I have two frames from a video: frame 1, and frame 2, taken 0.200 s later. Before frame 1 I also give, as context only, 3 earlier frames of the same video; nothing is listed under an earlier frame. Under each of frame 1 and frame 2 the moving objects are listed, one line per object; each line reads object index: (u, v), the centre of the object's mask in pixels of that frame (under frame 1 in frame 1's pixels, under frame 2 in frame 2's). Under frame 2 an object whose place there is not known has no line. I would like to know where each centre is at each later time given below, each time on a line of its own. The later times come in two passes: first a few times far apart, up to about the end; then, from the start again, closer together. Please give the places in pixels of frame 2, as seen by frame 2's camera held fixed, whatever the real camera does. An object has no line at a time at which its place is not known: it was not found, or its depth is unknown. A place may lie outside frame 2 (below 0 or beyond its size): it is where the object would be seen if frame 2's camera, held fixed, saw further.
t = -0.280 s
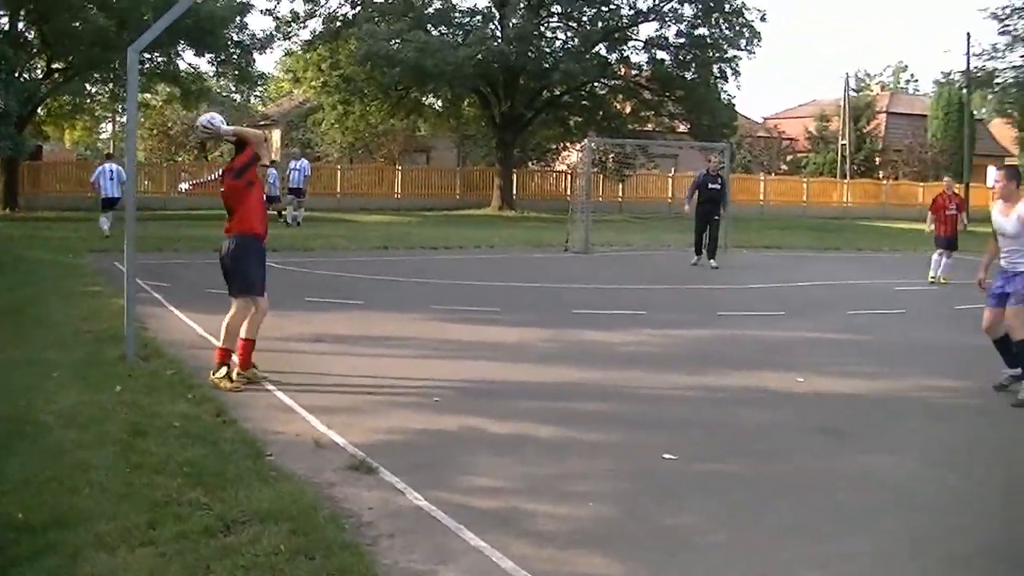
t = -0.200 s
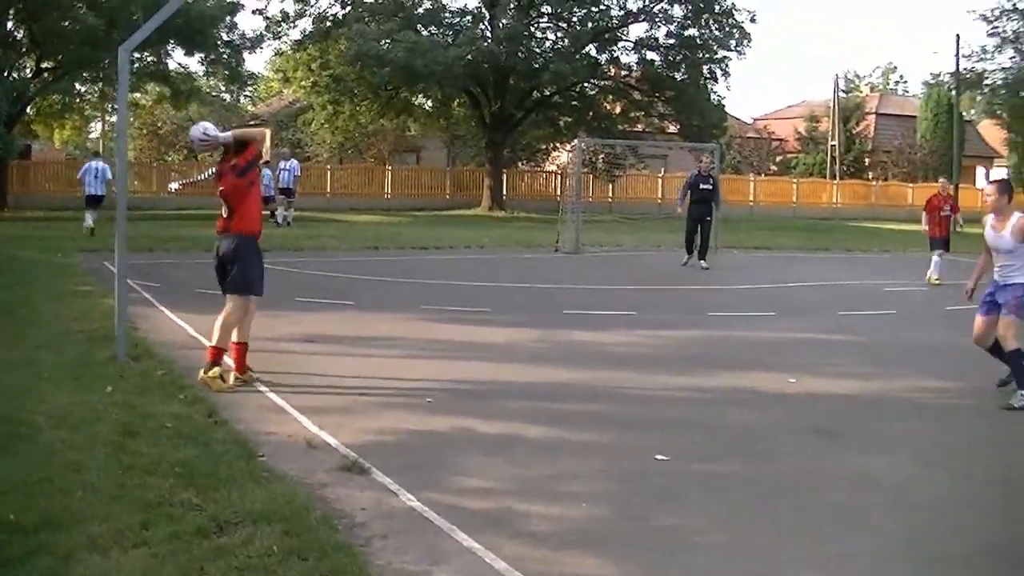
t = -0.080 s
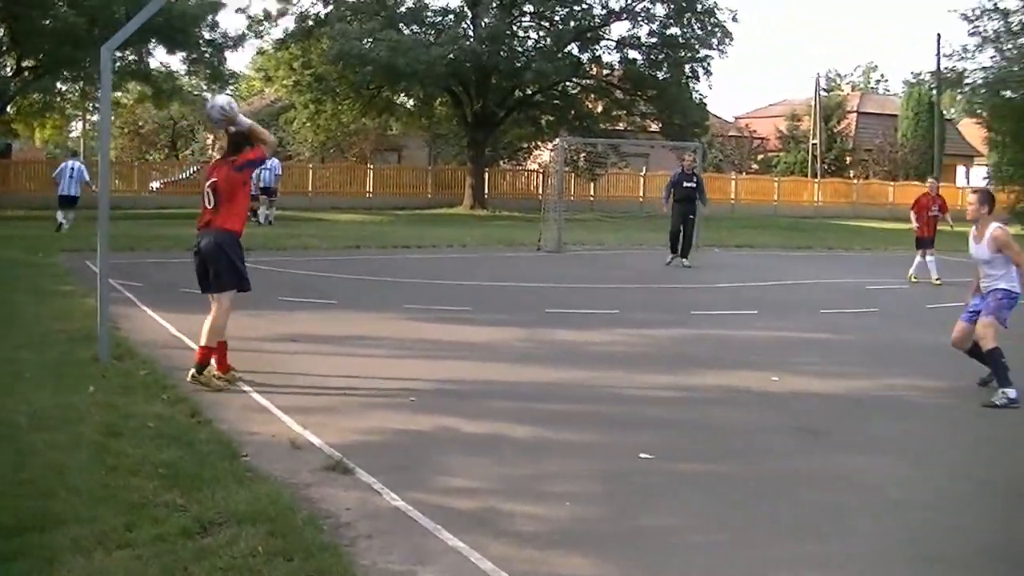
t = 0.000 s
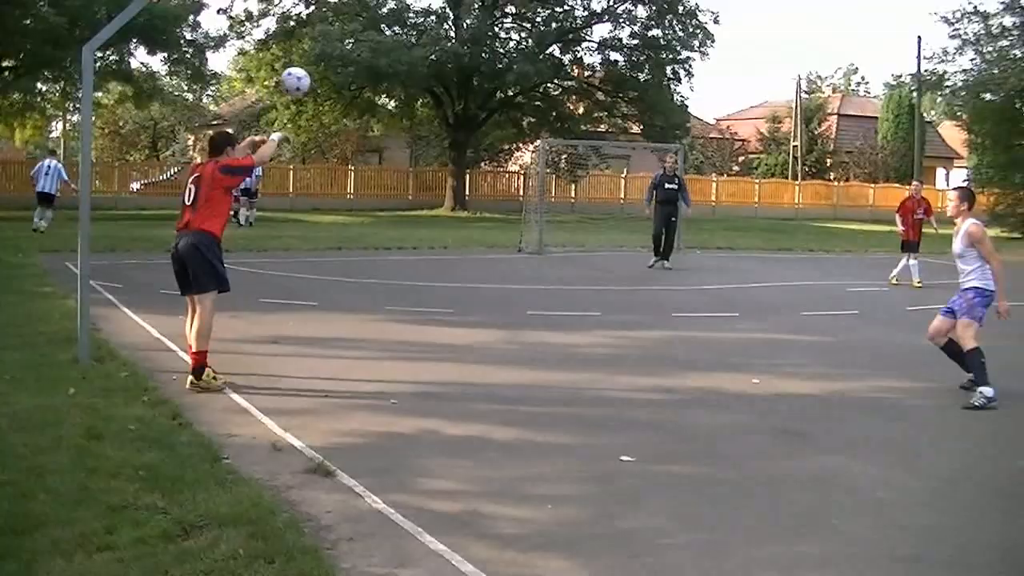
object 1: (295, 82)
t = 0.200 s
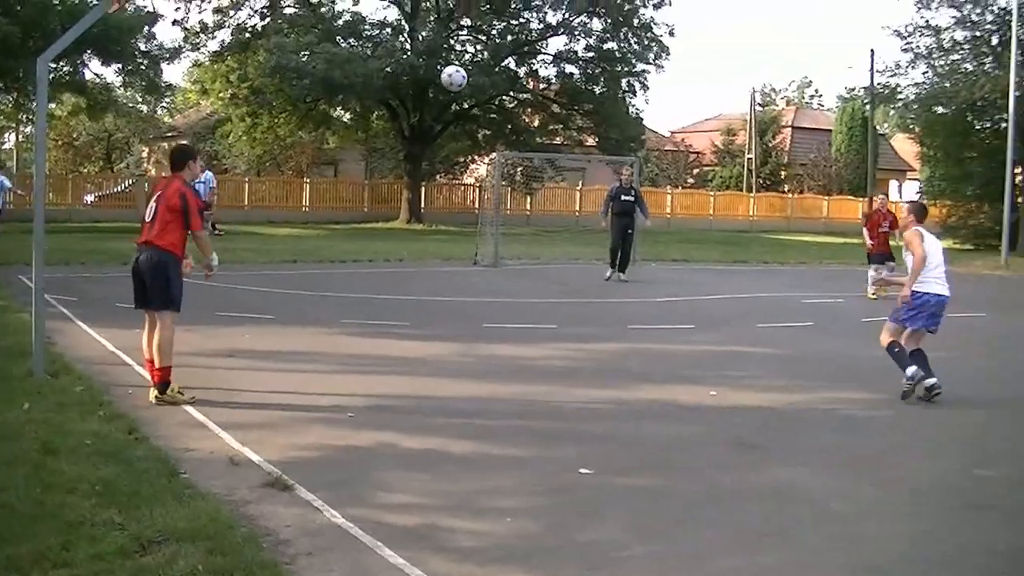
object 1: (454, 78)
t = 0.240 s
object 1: (486, 81)
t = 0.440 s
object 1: (621, 120)
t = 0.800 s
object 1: (774, 248)
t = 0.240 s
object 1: (486, 81)
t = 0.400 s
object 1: (597, 110)
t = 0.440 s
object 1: (621, 120)
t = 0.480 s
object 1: (641, 132)
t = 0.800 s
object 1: (774, 248)
